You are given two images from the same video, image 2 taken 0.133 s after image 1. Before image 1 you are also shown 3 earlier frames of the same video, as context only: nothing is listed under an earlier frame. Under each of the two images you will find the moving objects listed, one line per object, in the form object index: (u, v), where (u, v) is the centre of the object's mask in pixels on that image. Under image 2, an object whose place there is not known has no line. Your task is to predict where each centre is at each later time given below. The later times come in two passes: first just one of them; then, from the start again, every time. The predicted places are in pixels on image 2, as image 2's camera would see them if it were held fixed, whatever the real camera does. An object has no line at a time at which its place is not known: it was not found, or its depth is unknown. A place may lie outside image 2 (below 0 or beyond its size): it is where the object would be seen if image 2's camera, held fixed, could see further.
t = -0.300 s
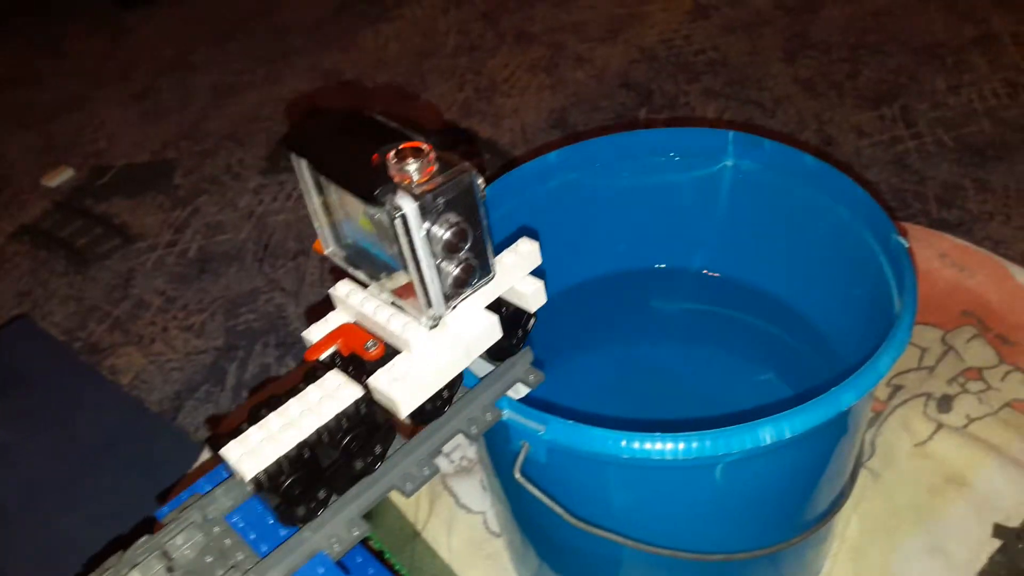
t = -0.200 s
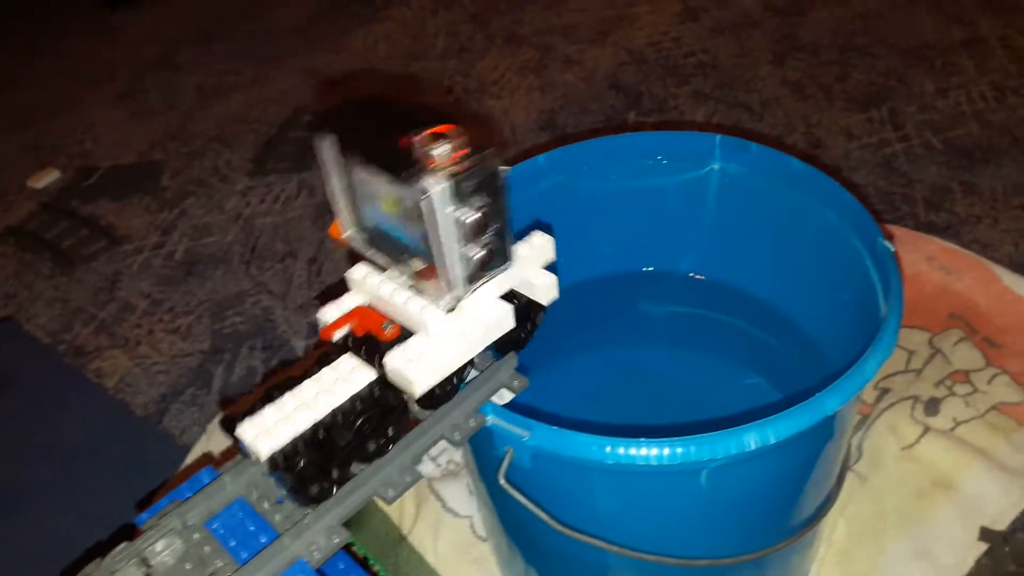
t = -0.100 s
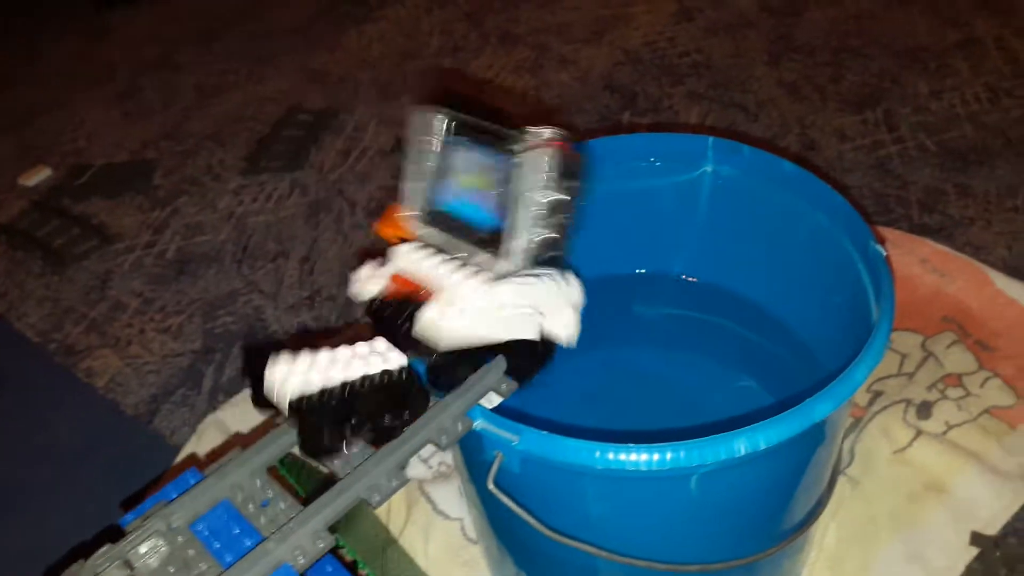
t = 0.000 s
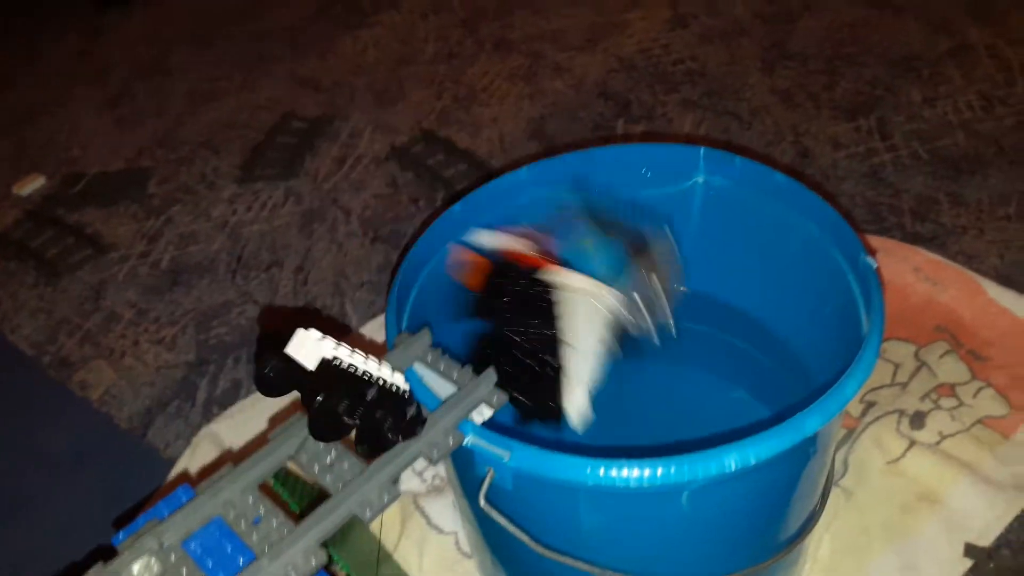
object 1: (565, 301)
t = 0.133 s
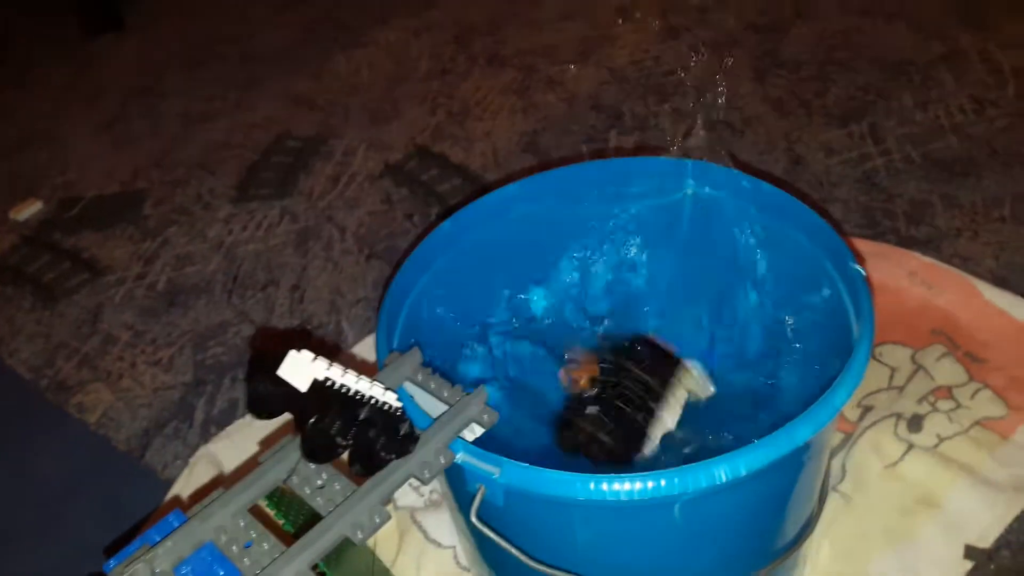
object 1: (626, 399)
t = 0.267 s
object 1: (625, 369)
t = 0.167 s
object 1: (622, 392)
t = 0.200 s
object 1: (616, 383)
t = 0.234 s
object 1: (623, 375)
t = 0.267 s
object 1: (625, 369)
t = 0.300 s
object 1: (624, 364)
